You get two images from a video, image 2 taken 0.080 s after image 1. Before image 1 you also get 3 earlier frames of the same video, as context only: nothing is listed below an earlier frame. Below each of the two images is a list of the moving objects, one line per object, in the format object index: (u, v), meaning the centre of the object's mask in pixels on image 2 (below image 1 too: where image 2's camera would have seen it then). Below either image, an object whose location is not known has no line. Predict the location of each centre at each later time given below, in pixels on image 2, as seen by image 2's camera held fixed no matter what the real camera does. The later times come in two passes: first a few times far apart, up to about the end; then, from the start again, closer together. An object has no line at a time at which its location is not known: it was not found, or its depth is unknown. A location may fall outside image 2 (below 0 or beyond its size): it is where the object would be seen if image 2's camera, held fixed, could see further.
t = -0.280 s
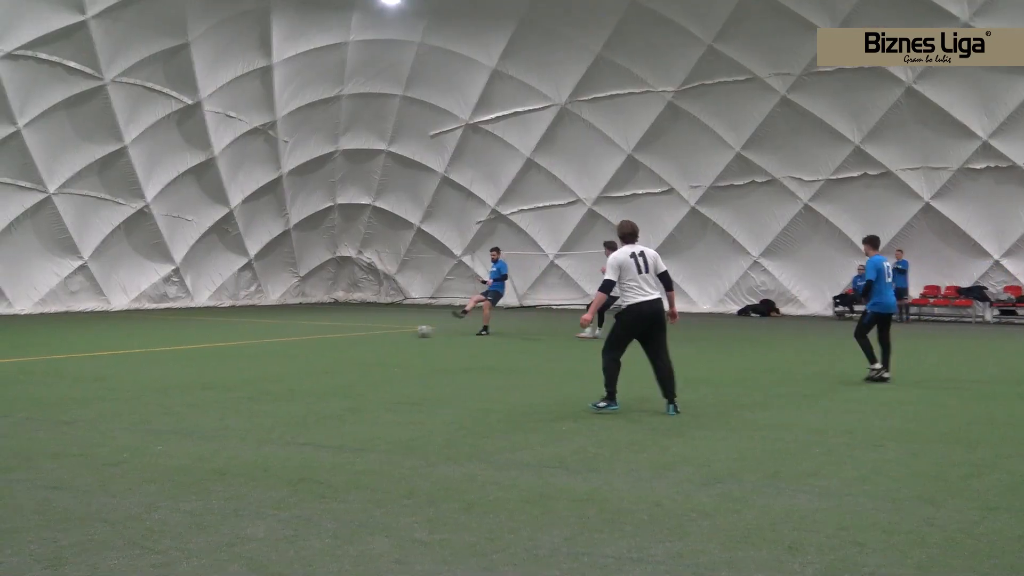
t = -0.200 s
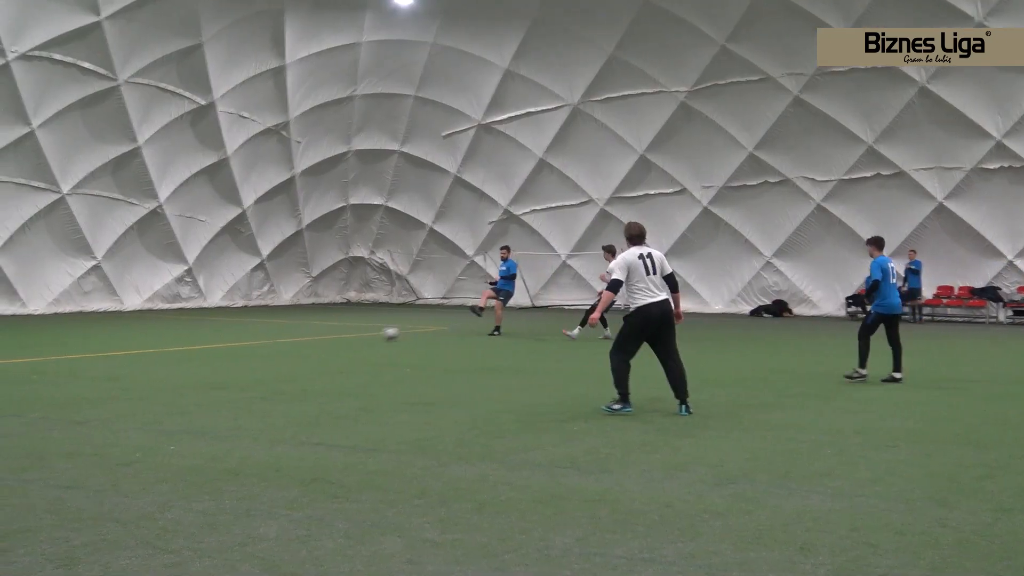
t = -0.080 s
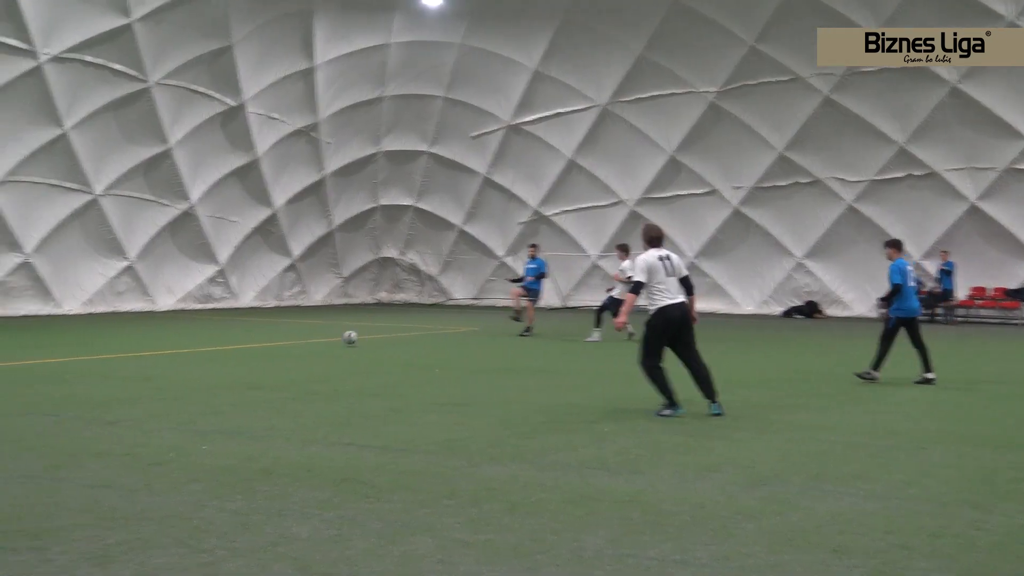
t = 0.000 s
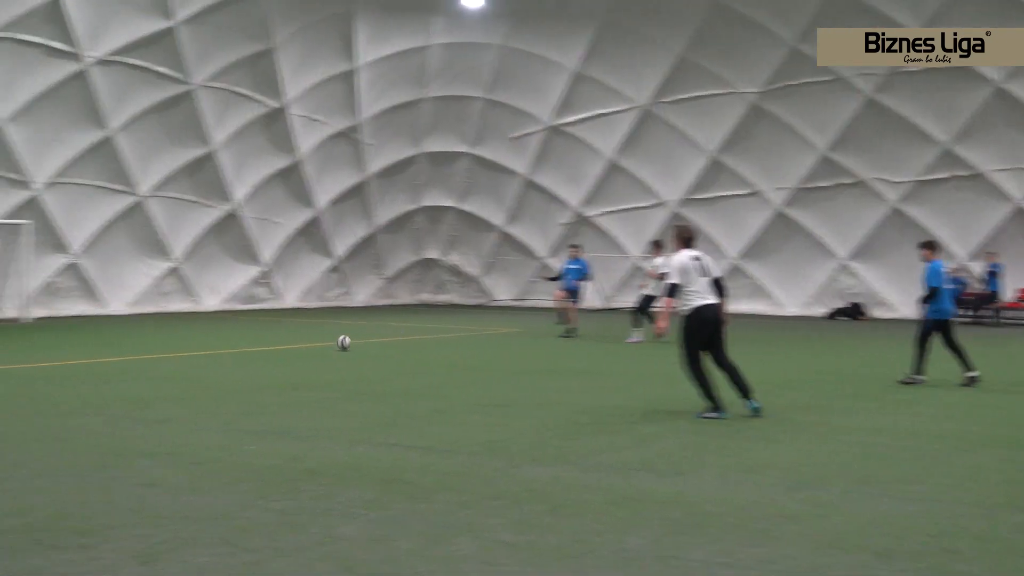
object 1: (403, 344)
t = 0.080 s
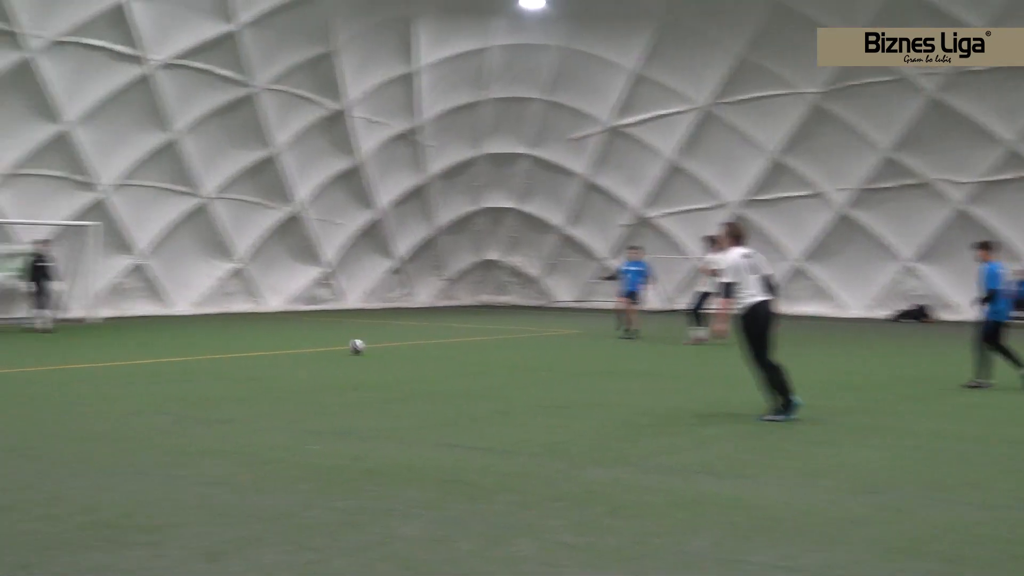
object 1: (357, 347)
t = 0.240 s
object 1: (260, 352)
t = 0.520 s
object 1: (93, 364)
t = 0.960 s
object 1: (-230, 391)
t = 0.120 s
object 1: (331, 349)
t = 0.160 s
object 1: (308, 350)
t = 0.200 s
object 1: (284, 350)
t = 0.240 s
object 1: (260, 352)
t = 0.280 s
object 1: (236, 355)
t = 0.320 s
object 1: (213, 355)
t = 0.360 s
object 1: (190, 355)
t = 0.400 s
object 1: (165, 358)
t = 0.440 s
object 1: (141, 361)
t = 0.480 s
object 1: (118, 363)
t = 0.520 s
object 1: (93, 364)
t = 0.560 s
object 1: (68, 367)
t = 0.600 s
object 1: (42, 368)
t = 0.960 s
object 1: (-230, 391)
